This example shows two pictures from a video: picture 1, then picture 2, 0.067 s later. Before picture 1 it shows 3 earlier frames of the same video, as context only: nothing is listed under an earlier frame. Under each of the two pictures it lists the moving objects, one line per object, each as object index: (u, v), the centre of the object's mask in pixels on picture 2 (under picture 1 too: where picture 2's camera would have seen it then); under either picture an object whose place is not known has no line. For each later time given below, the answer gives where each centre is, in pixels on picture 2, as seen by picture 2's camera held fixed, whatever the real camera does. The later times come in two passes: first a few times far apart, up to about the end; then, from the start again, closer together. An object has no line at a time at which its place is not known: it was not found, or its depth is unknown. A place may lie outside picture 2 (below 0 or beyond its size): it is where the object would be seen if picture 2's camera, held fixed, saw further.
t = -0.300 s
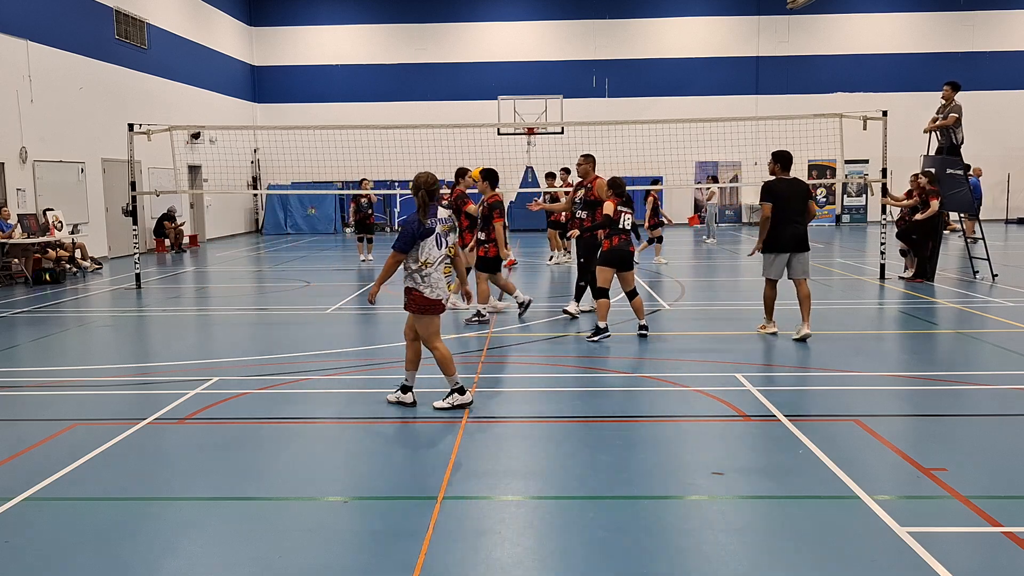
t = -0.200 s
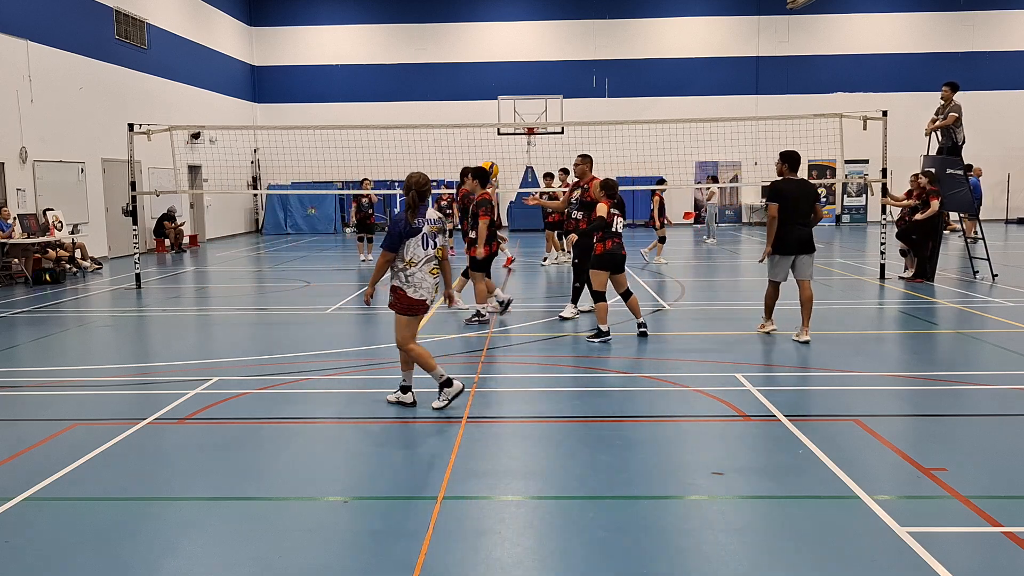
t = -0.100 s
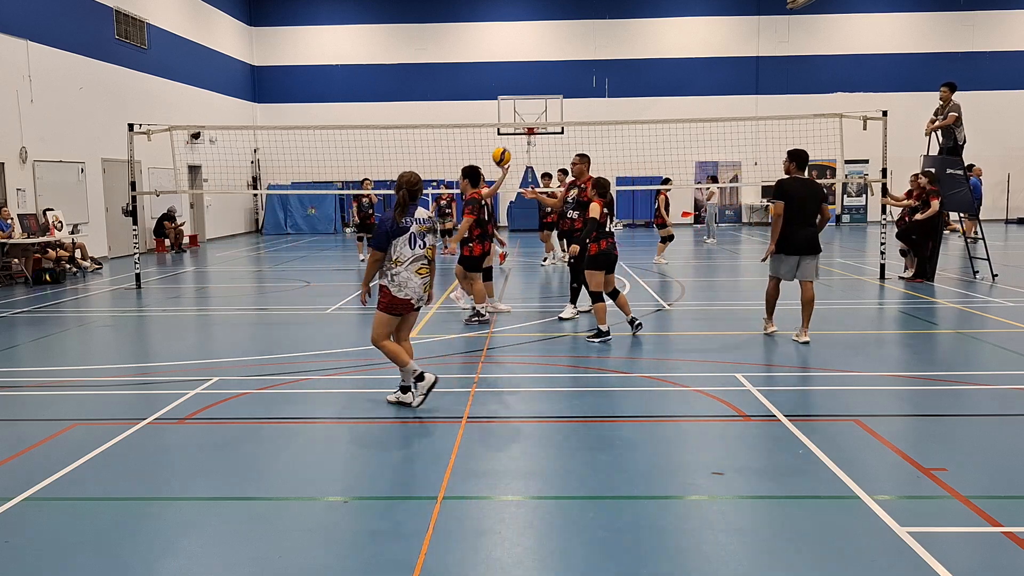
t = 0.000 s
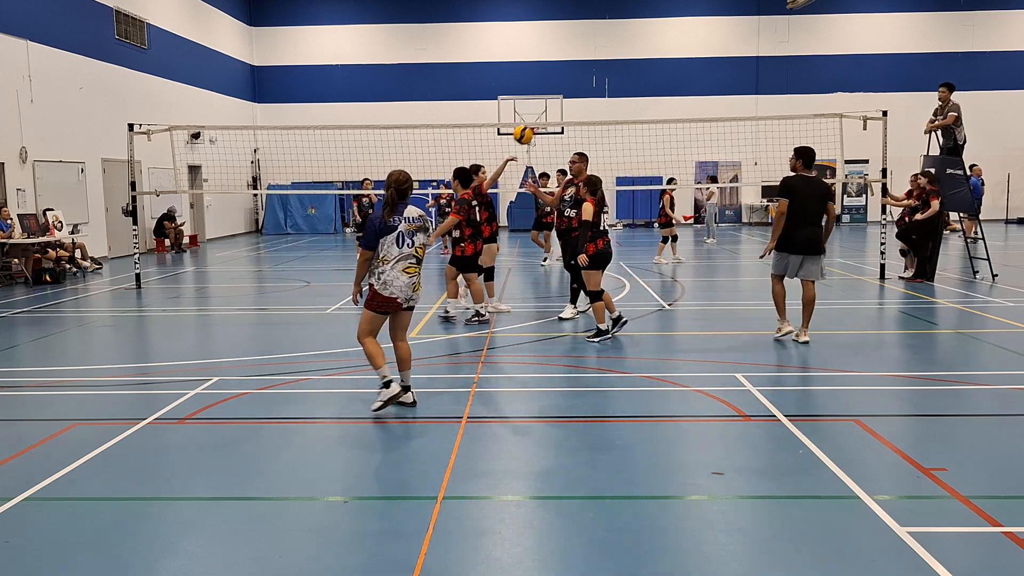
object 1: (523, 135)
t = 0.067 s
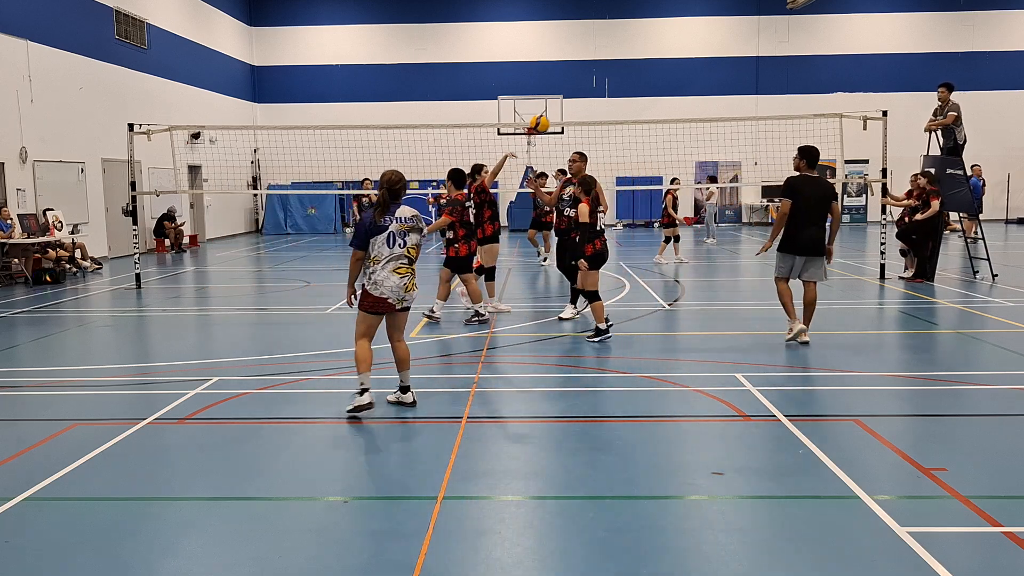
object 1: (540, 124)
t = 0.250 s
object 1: (587, 116)
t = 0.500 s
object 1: (657, 159)
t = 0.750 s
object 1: (731, 273)
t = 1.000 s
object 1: (790, 265)
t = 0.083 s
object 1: (544, 122)
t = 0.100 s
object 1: (548, 121)
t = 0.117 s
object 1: (552, 119)
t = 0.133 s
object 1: (557, 118)
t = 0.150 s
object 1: (561, 117)
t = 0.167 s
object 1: (565, 116)
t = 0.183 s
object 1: (570, 115)
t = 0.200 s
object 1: (574, 115)
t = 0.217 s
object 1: (578, 115)
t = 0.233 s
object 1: (583, 116)
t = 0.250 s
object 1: (587, 116)
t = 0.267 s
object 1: (592, 117)
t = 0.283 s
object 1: (596, 118)
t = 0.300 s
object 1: (601, 120)
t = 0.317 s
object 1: (606, 121)
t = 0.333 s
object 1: (610, 123)
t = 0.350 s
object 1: (615, 126)
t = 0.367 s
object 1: (620, 128)
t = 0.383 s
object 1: (624, 131)
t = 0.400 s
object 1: (629, 134)
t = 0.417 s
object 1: (633, 138)
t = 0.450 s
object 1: (643, 145)
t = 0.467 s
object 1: (648, 150)
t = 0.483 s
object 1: (652, 154)
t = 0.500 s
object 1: (657, 159)
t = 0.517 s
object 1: (662, 165)
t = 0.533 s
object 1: (667, 170)
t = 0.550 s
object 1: (672, 176)
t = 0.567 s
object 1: (676, 183)
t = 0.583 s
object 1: (681, 190)
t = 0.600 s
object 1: (686, 196)
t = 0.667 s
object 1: (706, 226)
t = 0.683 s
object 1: (712, 236)
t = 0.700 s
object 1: (716, 244)
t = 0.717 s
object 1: (722, 254)
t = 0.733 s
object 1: (726, 263)
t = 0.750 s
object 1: (731, 273)
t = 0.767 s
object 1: (736, 283)
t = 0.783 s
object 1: (742, 293)
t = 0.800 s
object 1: (747, 305)
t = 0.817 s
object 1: (752, 316)
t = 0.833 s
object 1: (757, 327)
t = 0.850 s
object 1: (762, 336)
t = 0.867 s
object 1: (765, 327)
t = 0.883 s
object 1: (768, 319)
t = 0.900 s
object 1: (771, 310)
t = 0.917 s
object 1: (774, 302)
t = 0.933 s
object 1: (778, 294)
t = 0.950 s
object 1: (781, 287)
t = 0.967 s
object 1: (783, 280)
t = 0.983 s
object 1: (787, 272)
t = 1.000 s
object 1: (790, 265)
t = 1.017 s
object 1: (793, 259)
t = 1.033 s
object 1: (796, 253)
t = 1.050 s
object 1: (799, 247)
